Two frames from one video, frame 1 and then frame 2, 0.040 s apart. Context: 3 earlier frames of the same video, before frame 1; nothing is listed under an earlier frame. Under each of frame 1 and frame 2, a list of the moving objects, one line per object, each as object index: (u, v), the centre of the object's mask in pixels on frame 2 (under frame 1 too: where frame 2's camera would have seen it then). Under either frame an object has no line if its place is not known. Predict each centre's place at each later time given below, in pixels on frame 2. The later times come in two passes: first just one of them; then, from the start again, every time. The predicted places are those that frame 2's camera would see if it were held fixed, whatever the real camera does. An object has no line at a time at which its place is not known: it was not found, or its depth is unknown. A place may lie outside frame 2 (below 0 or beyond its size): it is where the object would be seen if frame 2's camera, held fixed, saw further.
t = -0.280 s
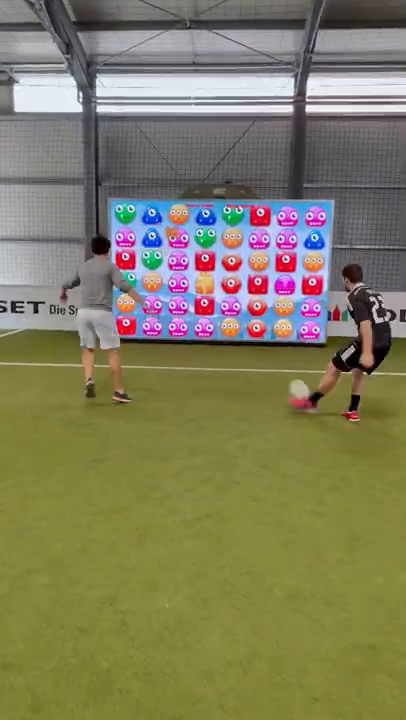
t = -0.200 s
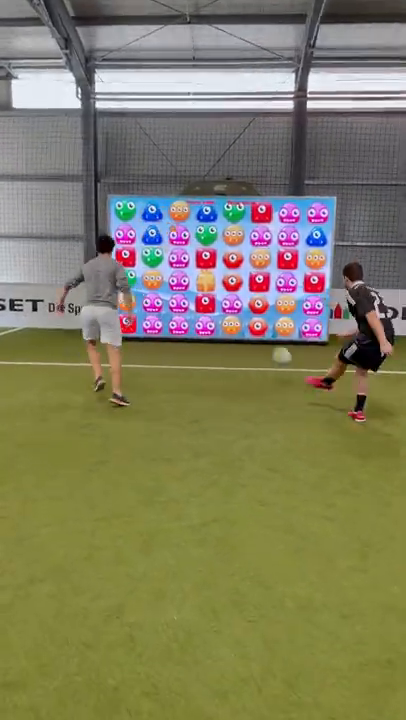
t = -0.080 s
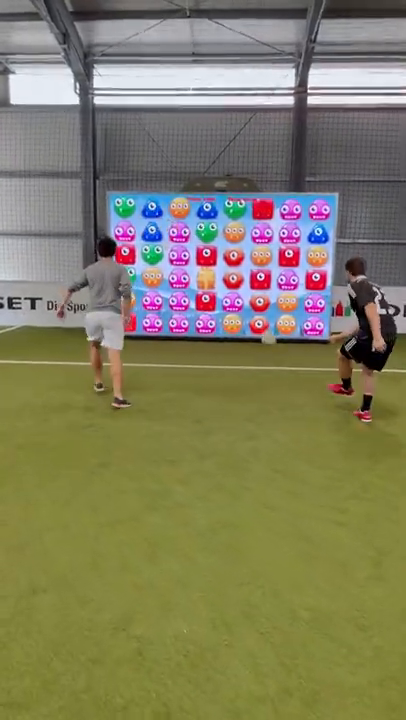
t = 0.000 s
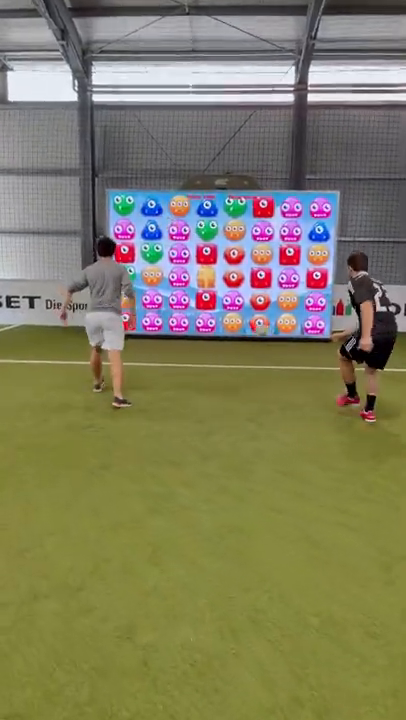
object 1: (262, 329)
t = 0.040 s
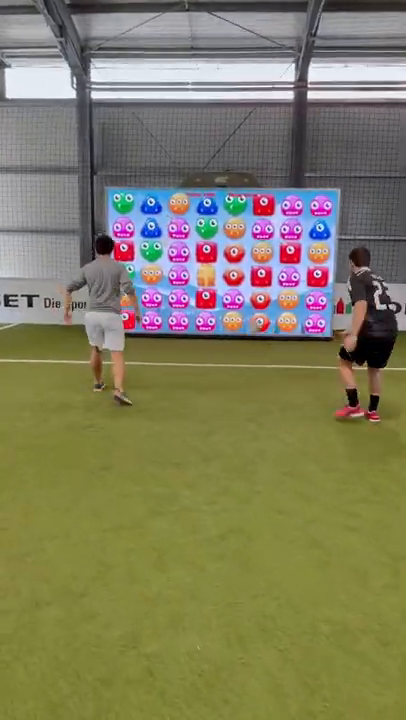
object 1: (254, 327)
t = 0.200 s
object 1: (244, 333)
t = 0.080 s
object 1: (253, 326)
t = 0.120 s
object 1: (249, 326)
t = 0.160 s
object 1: (246, 330)
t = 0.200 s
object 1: (244, 333)
